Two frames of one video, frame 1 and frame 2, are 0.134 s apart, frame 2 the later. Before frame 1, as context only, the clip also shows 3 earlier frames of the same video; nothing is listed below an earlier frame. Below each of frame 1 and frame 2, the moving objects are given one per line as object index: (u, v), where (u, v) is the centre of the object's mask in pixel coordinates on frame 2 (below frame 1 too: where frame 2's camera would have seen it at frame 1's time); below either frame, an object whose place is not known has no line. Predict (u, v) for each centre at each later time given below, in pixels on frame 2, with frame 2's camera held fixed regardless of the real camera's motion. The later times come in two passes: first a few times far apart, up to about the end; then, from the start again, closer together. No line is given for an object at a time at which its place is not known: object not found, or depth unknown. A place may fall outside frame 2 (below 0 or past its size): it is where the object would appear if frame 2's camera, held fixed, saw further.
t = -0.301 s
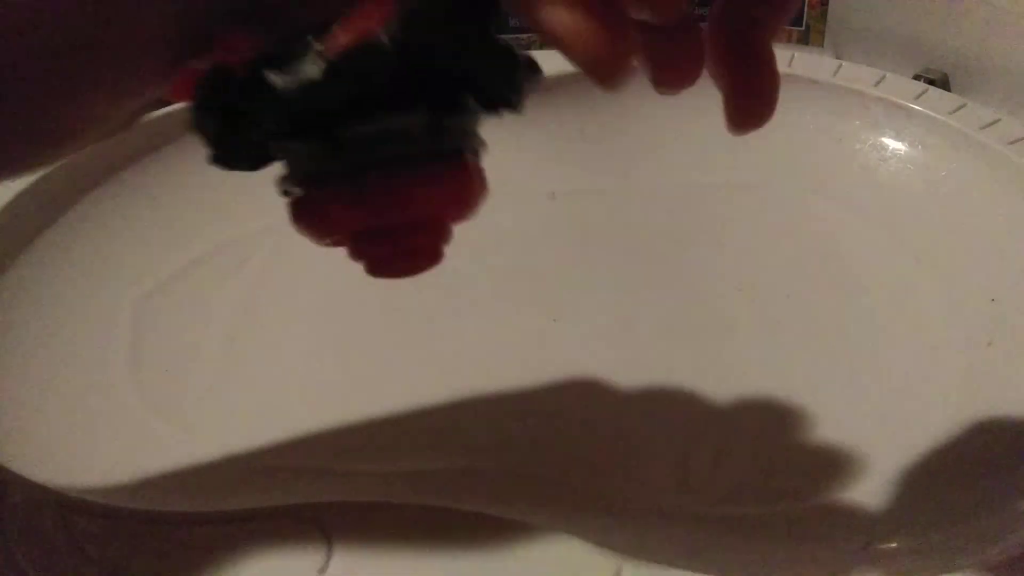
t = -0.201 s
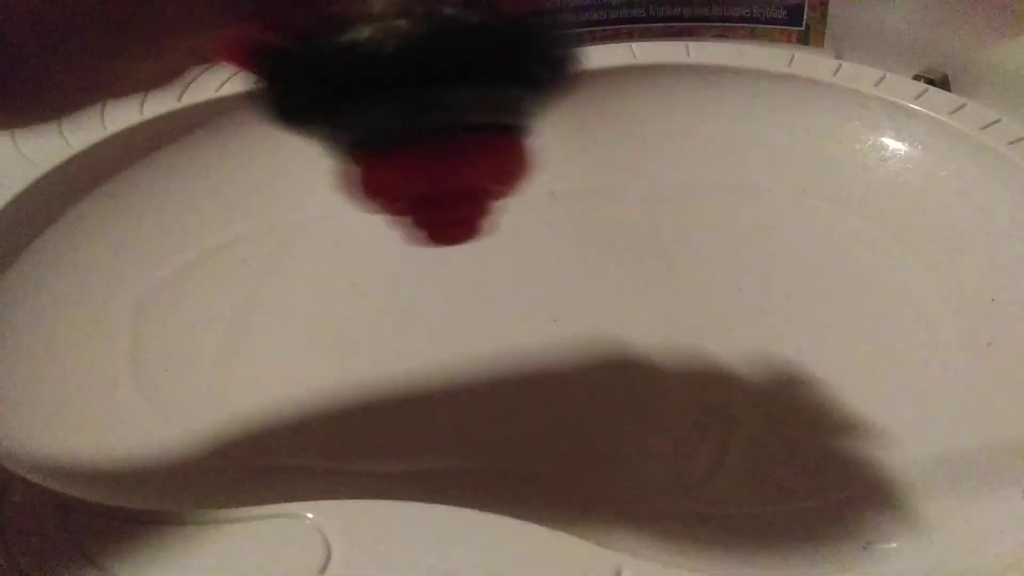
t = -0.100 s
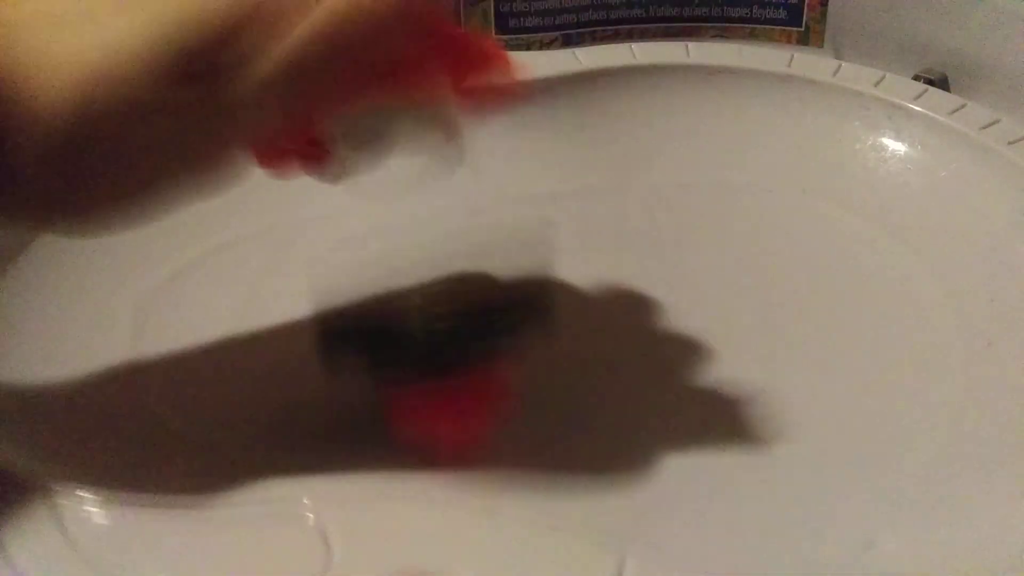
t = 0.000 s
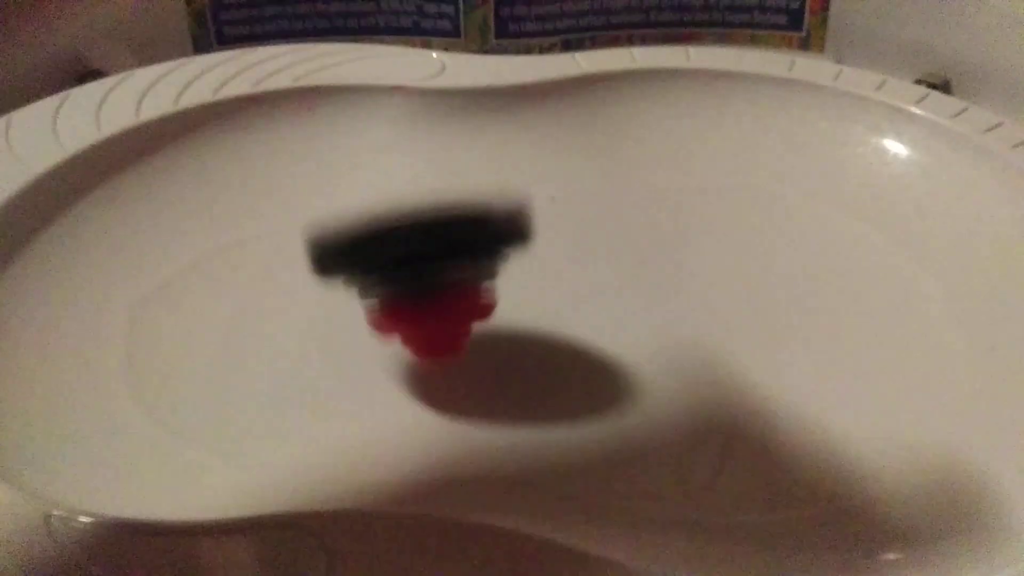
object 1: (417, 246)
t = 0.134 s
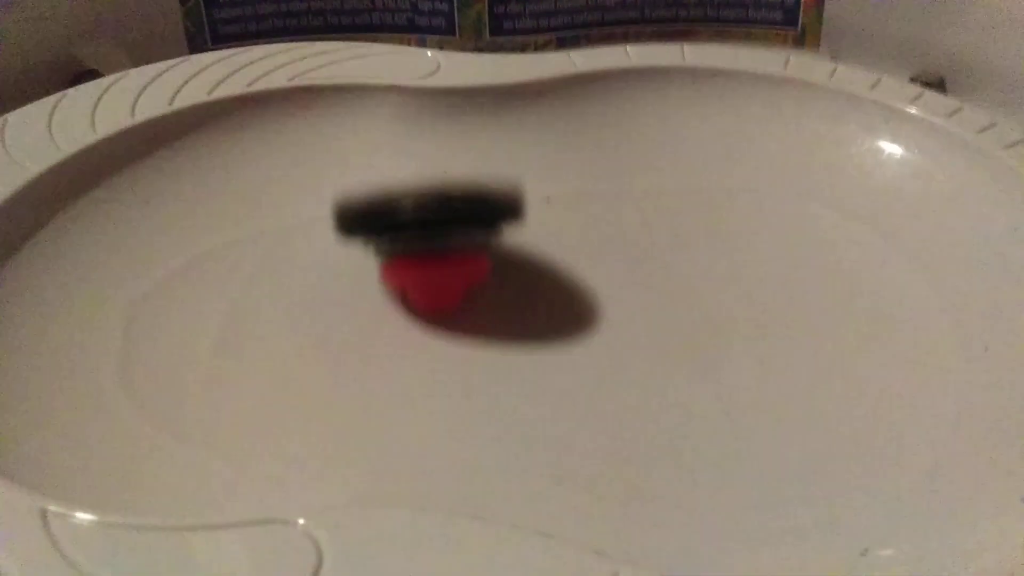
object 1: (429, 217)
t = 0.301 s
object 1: (392, 194)
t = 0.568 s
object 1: (139, 309)
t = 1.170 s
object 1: (445, 177)
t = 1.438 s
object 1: (403, 284)
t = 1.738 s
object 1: (67, 231)
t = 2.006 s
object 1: (272, 246)
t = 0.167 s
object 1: (426, 198)
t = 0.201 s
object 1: (420, 187)
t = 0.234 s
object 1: (413, 184)
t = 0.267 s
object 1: (405, 185)
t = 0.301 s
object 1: (392, 194)
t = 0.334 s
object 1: (376, 208)
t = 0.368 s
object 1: (353, 224)
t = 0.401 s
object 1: (328, 240)
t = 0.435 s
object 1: (298, 257)
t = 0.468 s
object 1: (264, 273)
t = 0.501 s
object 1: (223, 289)
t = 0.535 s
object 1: (181, 302)
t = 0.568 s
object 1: (139, 309)
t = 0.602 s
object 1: (107, 314)
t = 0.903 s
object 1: (238, 277)
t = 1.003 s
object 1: (342, 229)
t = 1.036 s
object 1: (372, 214)
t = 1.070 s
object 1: (397, 200)
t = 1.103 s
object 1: (418, 188)
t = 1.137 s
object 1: (432, 180)
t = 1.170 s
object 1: (445, 177)
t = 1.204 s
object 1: (454, 183)
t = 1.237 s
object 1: (459, 197)
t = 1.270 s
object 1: (460, 212)
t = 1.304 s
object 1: (458, 228)
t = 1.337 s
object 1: (451, 245)
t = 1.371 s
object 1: (440, 259)
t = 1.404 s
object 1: (425, 273)
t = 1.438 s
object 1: (403, 284)
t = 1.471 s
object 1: (377, 293)
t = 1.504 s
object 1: (345, 297)
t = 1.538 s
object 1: (310, 299)
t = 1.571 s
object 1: (265, 298)
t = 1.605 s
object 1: (216, 291)
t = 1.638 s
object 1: (167, 279)
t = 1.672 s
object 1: (117, 262)
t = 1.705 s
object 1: (84, 245)
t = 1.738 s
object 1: (67, 231)
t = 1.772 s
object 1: (60, 216)
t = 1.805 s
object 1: (59, 209)
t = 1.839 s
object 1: (65, 213)
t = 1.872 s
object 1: (81, 219)
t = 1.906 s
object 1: (119, 227)
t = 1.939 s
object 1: (172, 239)
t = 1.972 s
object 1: (224, 244)
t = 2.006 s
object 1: (272, 246)
